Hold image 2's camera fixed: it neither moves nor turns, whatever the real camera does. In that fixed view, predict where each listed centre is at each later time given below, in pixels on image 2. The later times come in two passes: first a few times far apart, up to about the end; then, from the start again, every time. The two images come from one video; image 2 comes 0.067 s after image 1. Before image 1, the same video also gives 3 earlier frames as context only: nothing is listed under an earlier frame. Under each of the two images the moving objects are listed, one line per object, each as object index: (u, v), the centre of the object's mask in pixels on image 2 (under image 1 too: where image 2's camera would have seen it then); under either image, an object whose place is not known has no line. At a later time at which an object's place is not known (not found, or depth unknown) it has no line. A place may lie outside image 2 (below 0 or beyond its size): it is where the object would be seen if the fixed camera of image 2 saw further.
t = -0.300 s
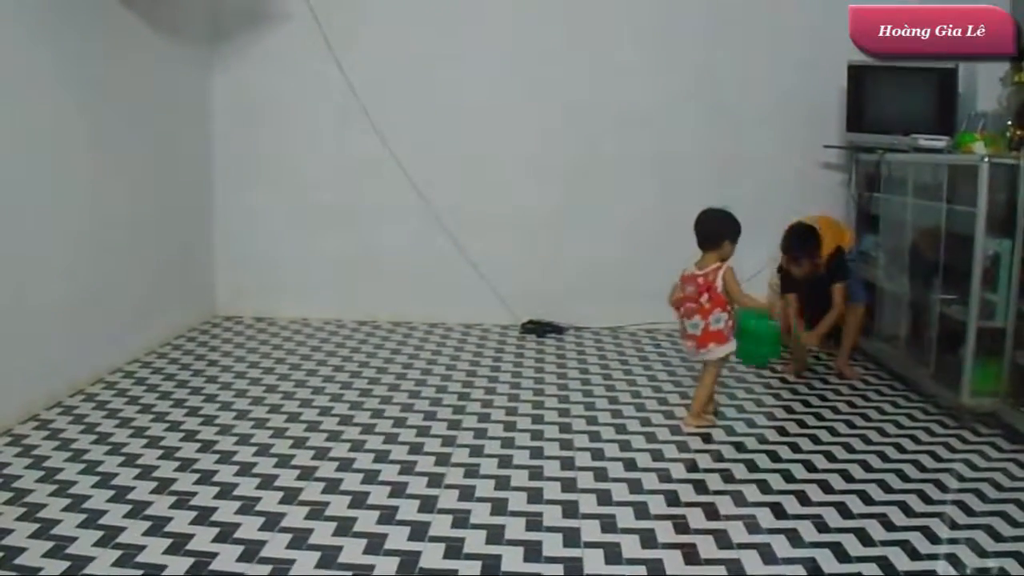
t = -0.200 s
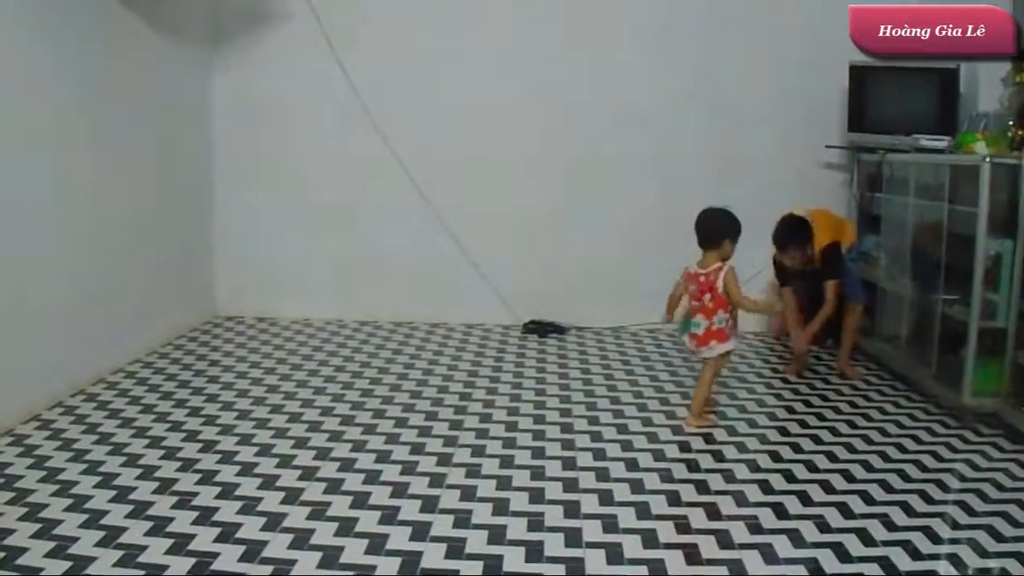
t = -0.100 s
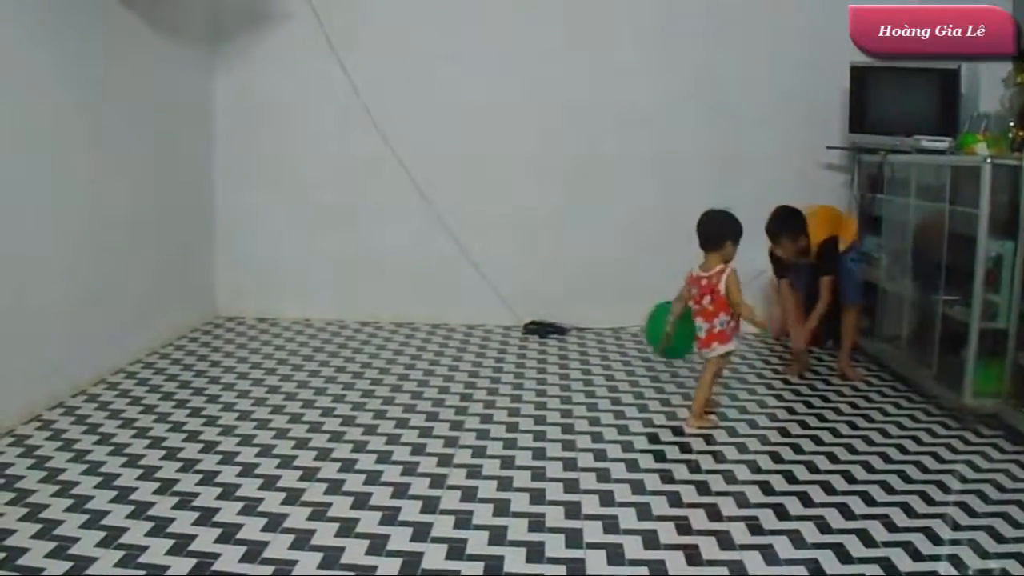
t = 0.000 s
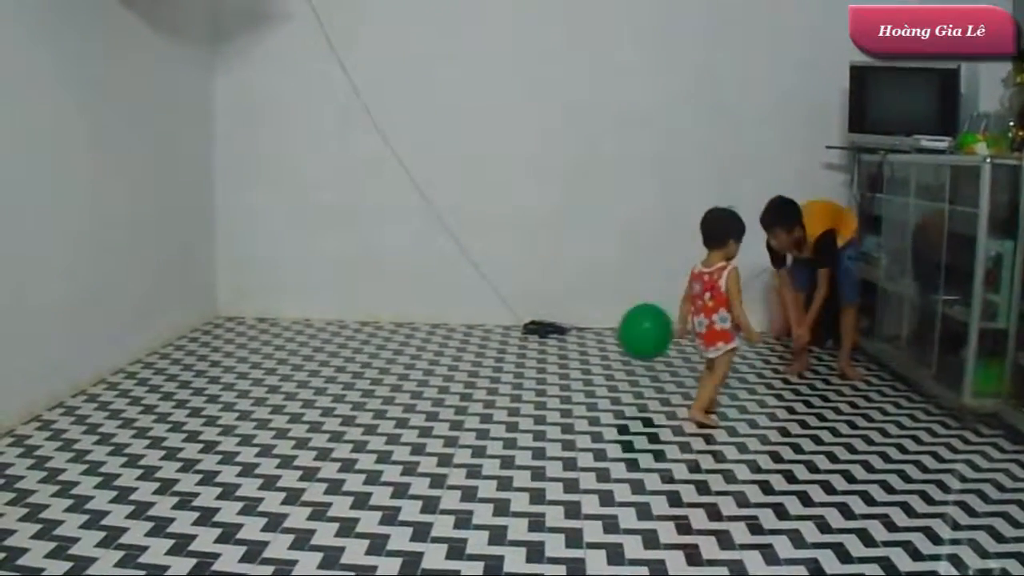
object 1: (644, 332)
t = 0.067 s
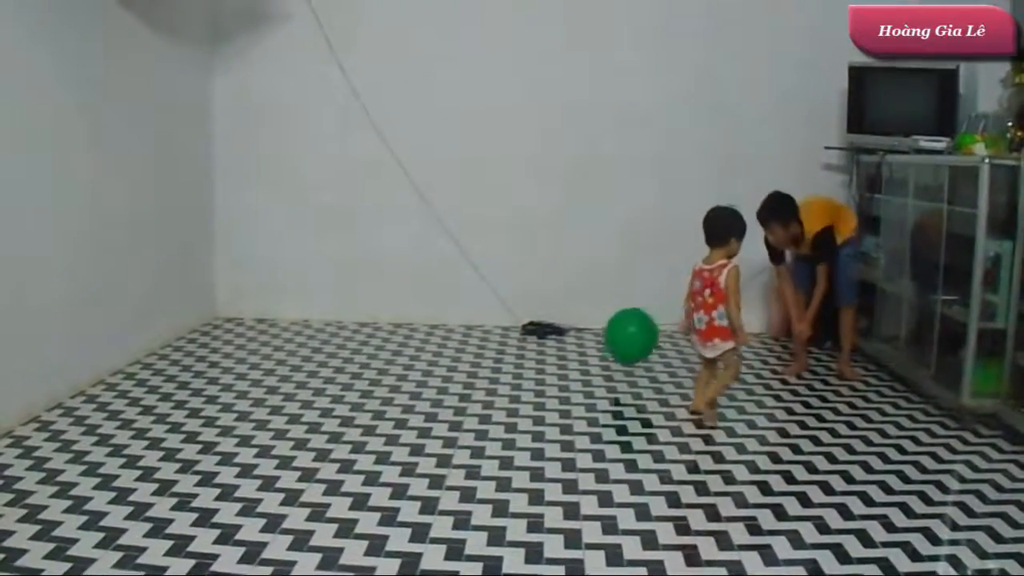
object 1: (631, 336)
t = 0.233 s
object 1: (609, 344)
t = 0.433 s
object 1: (620, 311)
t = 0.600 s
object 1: (631, 301)
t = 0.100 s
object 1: (625, 338)
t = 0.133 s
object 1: (619, 341)
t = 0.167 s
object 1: (614, 344)
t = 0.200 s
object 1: (611, 346)
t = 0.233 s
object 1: (609, 344)
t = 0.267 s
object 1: (610, 338)
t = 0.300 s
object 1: (611, 332)
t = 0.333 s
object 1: (613, 326)
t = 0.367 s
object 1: (615, 320)
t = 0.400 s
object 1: (617, 316)
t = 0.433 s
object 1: (620, 311)
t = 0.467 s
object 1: (622, 308)
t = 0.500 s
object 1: (624, 306)
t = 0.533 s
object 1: (626, 304)
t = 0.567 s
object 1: (629, 302)
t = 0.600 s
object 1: (631, 301)
